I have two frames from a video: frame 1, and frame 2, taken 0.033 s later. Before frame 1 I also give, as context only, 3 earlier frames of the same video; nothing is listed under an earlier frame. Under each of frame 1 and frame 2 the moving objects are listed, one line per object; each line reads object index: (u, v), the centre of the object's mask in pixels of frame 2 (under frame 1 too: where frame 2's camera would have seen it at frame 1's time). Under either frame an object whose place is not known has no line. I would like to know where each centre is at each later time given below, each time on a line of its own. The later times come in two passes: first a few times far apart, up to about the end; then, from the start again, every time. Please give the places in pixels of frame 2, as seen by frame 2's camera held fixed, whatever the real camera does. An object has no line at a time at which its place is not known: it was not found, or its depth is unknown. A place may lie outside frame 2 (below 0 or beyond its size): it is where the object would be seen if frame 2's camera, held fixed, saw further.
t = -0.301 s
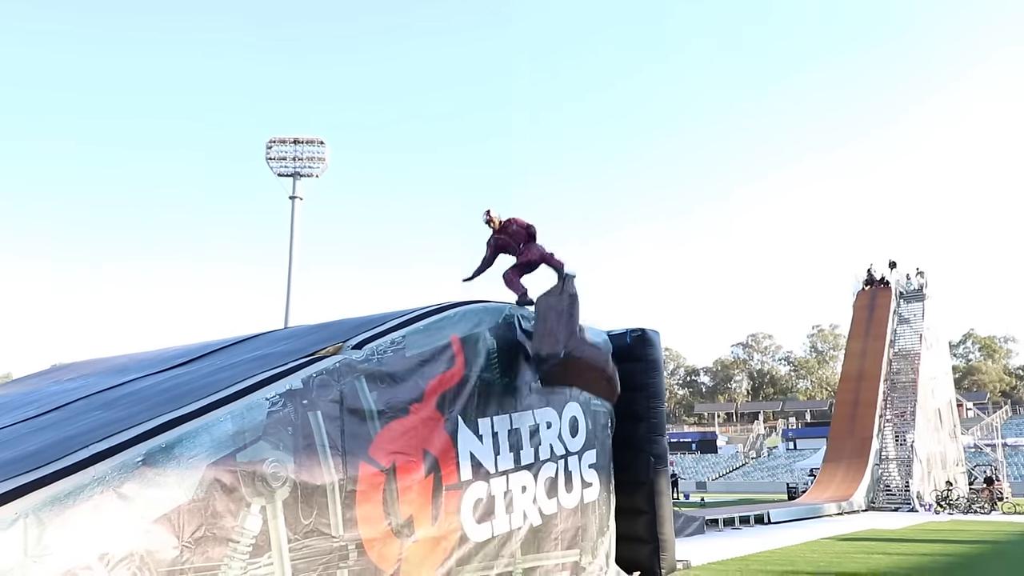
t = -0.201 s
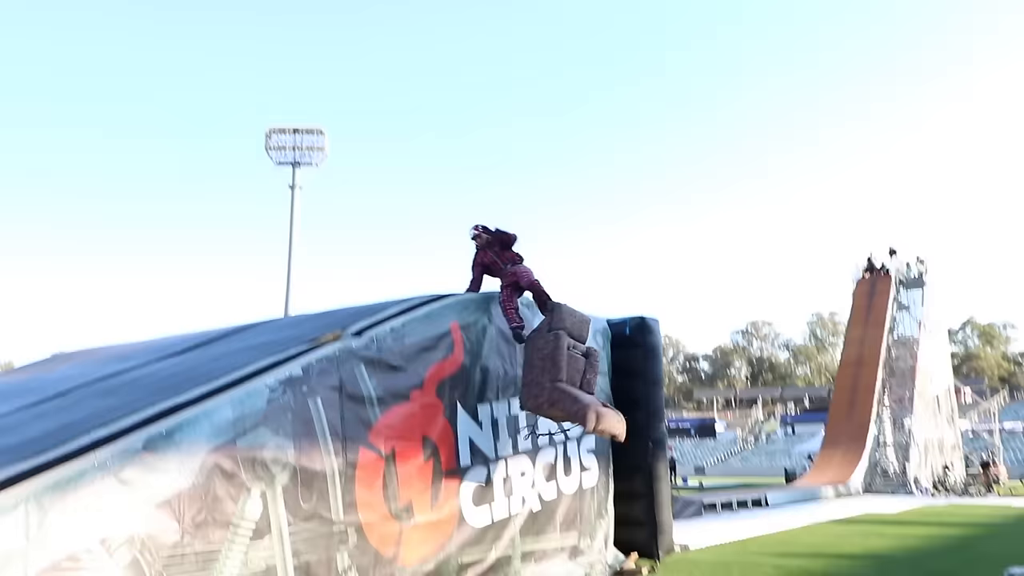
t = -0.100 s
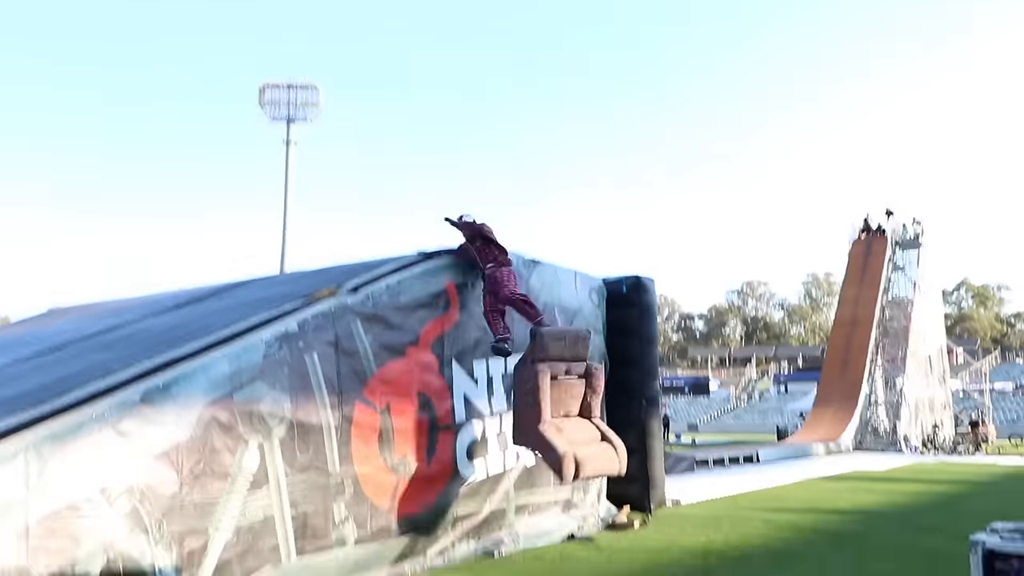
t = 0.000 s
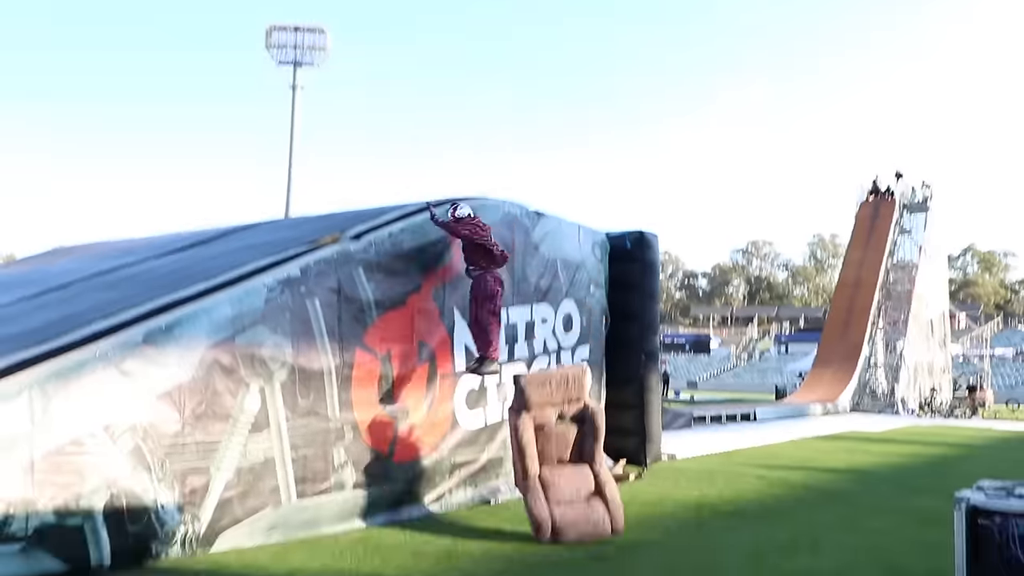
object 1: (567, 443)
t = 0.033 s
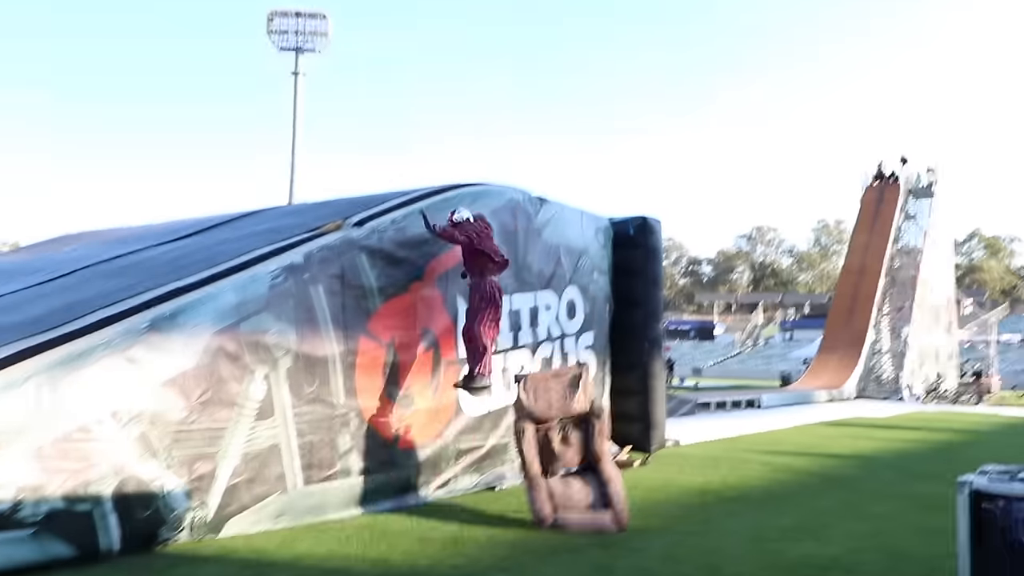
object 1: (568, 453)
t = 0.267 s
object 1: (577, 450)
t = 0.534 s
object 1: (580, 453)
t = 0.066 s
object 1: (570, 450)
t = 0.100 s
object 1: (571, 449)
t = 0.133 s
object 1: (573, 448)
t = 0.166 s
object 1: (573, 448)
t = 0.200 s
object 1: (575, 449)
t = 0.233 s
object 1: (576, 449)
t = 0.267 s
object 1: (577, 450)
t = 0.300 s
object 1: (578, 450)
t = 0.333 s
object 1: (580, 450)
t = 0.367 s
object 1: (581, 450)
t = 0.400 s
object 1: (580, 450)
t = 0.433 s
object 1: (579, 451)
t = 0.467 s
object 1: (580, 452)
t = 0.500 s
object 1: (581, 453)
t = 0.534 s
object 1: (580, 453)
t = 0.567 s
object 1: (582, 454)
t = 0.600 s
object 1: (583, 456)
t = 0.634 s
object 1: (583, 457)
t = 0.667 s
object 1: (584, 458)
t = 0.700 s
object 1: (582, 459)
